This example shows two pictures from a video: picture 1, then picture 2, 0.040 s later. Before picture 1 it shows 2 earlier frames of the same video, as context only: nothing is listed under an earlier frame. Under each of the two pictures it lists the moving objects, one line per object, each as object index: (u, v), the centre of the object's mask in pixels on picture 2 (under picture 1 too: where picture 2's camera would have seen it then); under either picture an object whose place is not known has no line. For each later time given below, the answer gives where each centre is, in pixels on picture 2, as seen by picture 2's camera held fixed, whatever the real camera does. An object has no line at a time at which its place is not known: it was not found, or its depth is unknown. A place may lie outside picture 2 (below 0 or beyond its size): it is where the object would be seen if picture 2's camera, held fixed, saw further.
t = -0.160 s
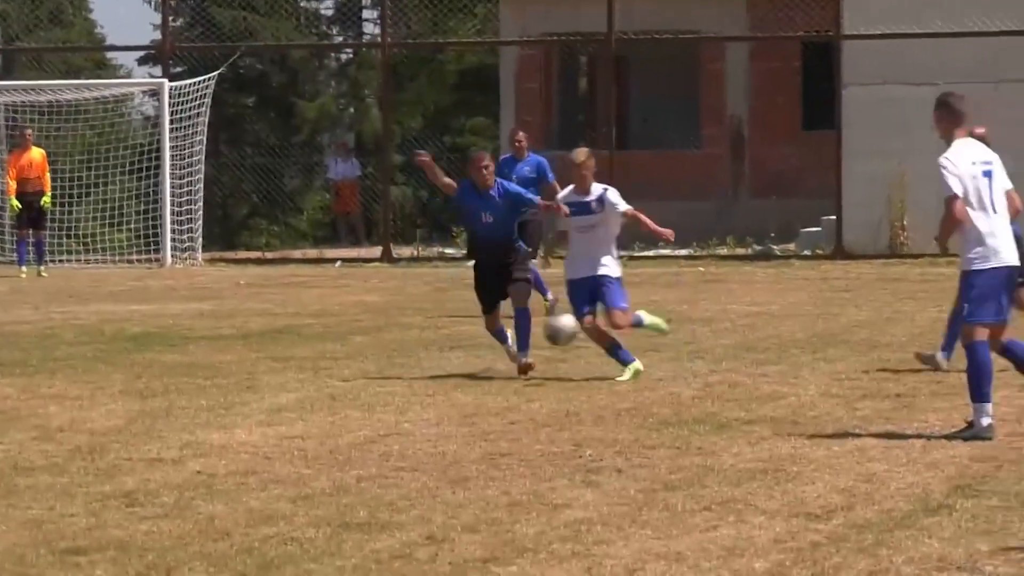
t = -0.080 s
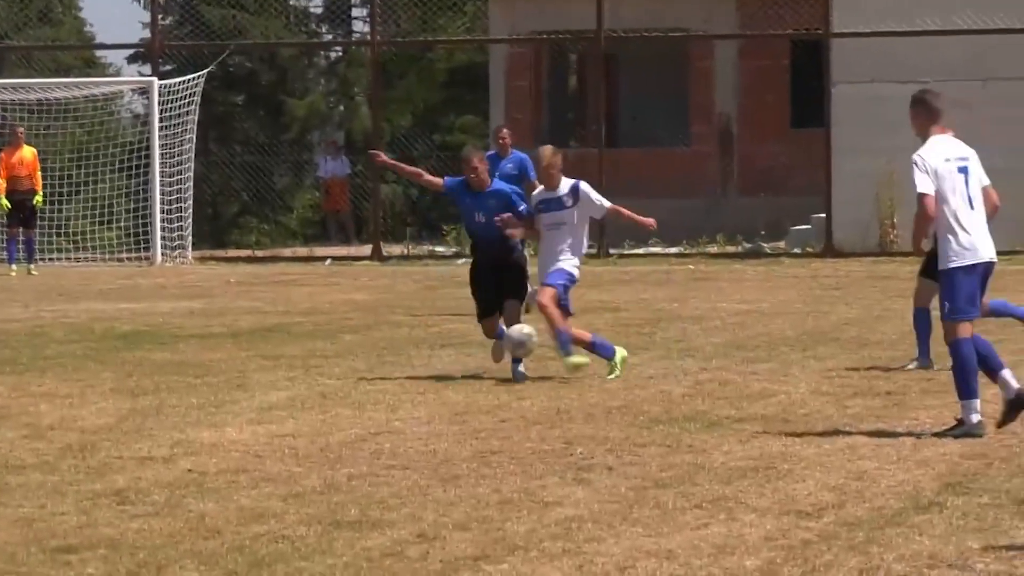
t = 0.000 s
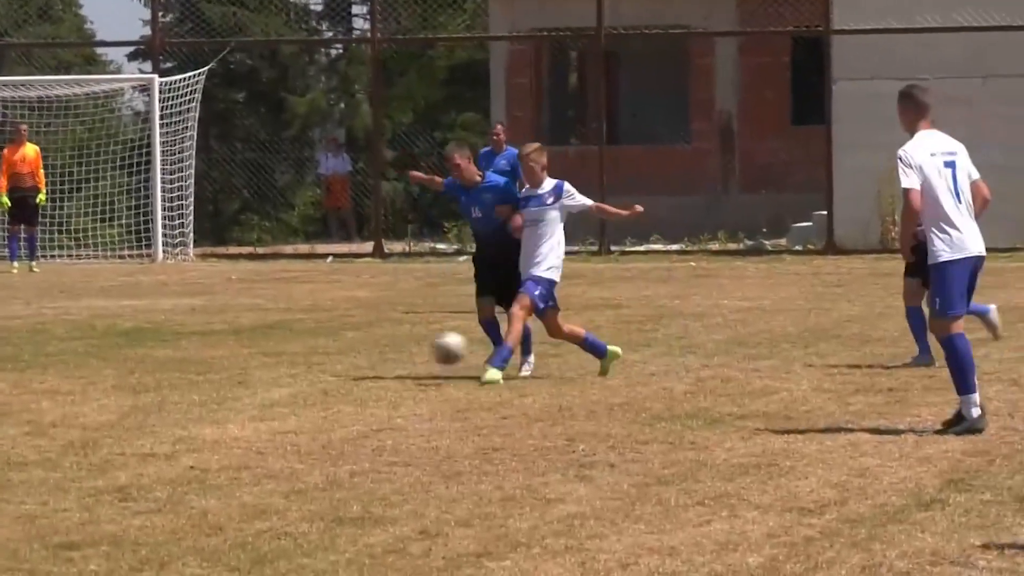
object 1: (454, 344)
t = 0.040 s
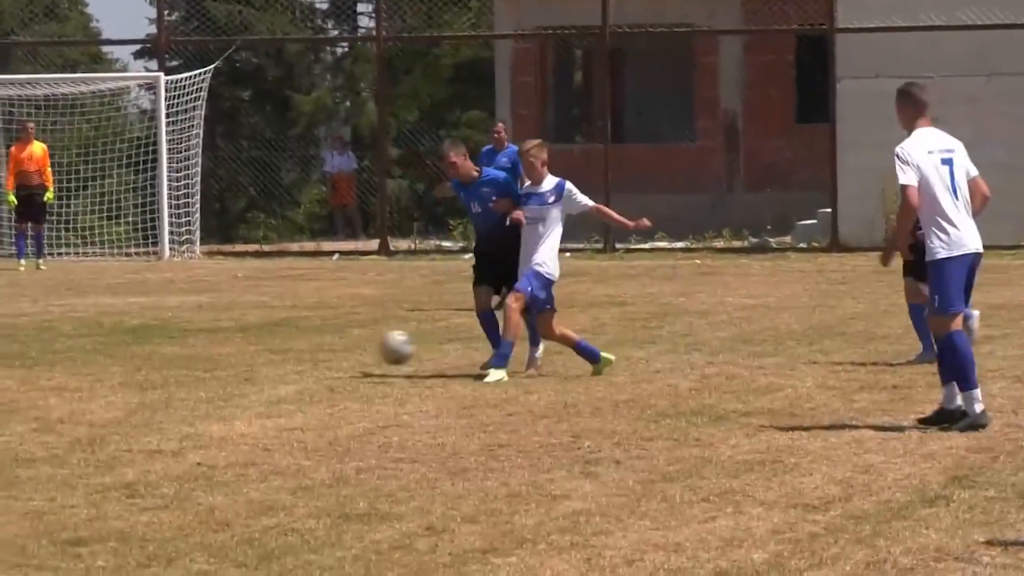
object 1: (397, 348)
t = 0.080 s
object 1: (340, 354)
